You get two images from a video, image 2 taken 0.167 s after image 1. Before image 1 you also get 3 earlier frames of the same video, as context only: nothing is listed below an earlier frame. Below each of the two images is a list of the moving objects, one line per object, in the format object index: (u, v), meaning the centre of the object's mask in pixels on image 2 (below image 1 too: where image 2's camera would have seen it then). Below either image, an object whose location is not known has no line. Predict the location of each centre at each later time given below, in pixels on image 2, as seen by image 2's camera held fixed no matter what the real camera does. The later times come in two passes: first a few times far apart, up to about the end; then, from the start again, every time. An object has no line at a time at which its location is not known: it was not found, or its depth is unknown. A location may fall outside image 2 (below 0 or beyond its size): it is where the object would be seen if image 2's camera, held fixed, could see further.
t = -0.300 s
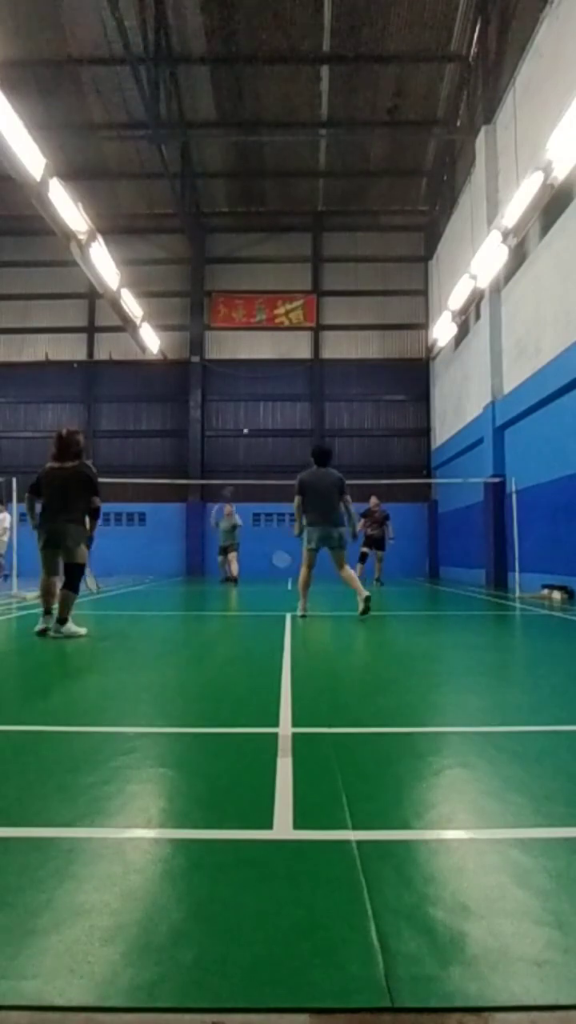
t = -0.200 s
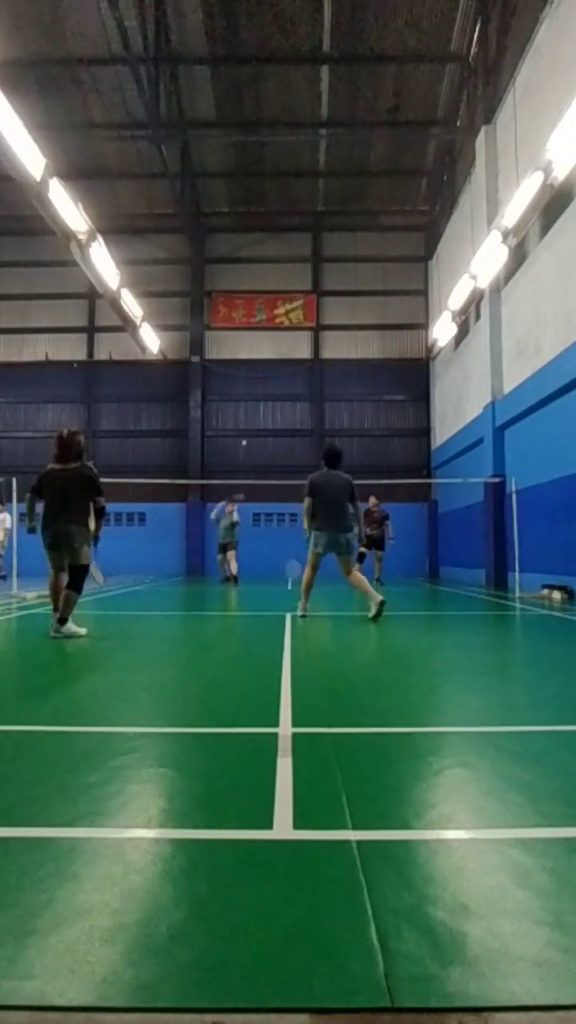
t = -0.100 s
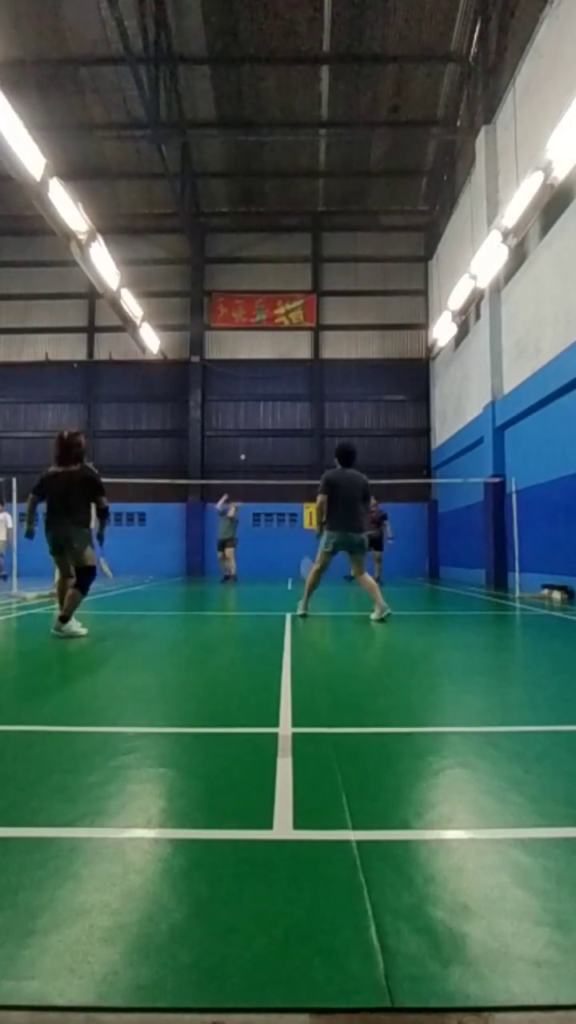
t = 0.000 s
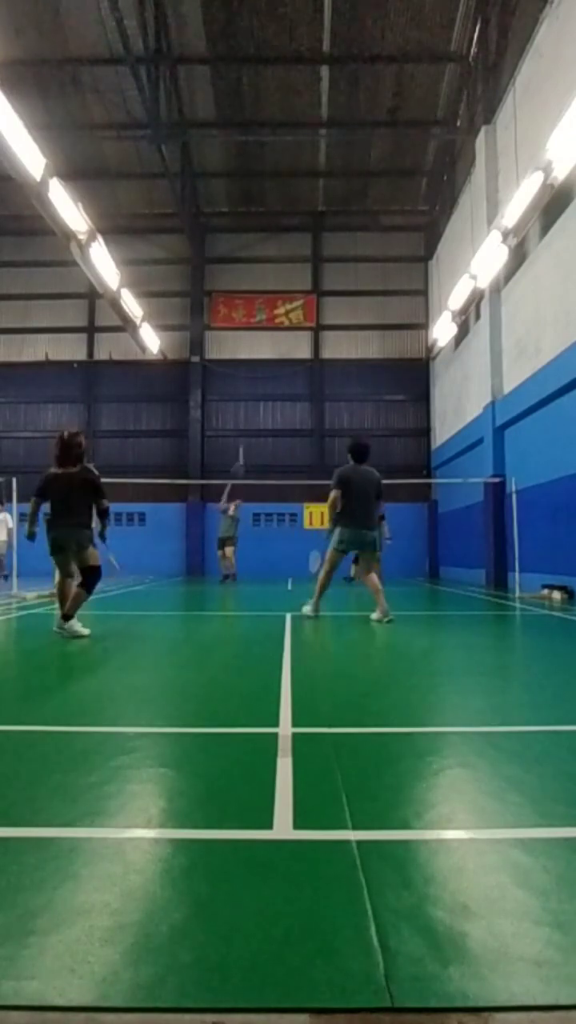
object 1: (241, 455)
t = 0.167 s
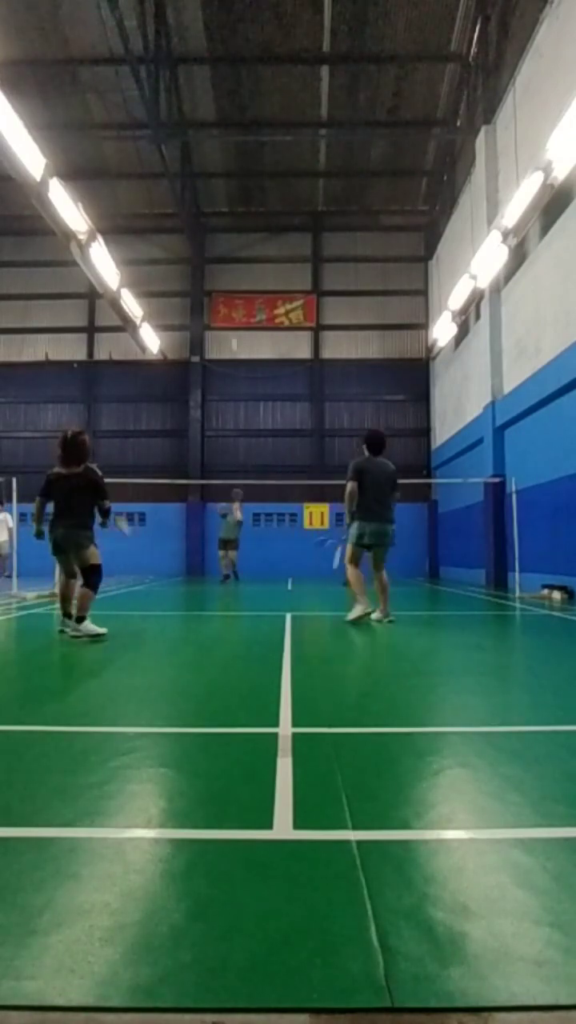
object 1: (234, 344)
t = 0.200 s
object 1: (233, 326)
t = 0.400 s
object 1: (224, 238)
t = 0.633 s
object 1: (211, 173)
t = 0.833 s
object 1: (196, 154)
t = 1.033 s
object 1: (176, 179)
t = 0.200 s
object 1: (233, 326)
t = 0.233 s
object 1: (231, 309)
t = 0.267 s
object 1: (230, 293)
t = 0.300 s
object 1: (228, 278)
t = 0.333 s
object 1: (227, 264)
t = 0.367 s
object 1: (225, 251)
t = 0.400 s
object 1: (224, 238)
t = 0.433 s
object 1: (222, 226)
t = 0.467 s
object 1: (220, 215)
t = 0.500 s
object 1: (218, 205)
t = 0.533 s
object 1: (217, 196)
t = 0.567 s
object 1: (215, 188)
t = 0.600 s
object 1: (213, 180)
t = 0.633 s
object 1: (211, 173)
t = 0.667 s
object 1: (209, 168)
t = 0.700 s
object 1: (206, 162)
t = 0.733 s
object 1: (204, 159)
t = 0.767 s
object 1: (201, 156)
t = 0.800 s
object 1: (198, 155)
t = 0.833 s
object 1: (196, 154)
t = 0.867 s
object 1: (192, 155)
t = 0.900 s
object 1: (189, 157)
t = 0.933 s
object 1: (187, 161)
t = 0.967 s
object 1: (183, 166)
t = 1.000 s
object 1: (179, 172)
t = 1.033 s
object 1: (176, 179)
